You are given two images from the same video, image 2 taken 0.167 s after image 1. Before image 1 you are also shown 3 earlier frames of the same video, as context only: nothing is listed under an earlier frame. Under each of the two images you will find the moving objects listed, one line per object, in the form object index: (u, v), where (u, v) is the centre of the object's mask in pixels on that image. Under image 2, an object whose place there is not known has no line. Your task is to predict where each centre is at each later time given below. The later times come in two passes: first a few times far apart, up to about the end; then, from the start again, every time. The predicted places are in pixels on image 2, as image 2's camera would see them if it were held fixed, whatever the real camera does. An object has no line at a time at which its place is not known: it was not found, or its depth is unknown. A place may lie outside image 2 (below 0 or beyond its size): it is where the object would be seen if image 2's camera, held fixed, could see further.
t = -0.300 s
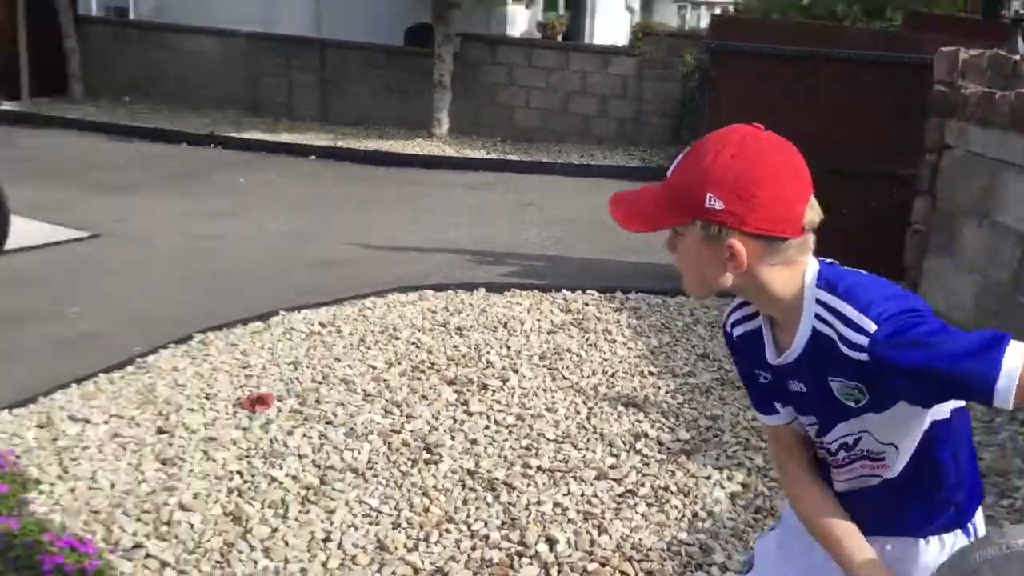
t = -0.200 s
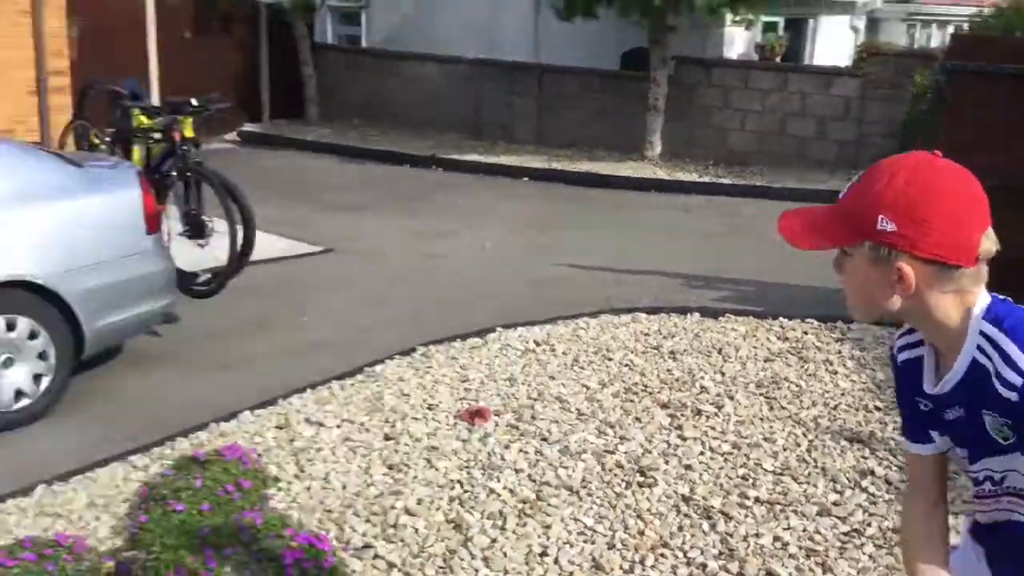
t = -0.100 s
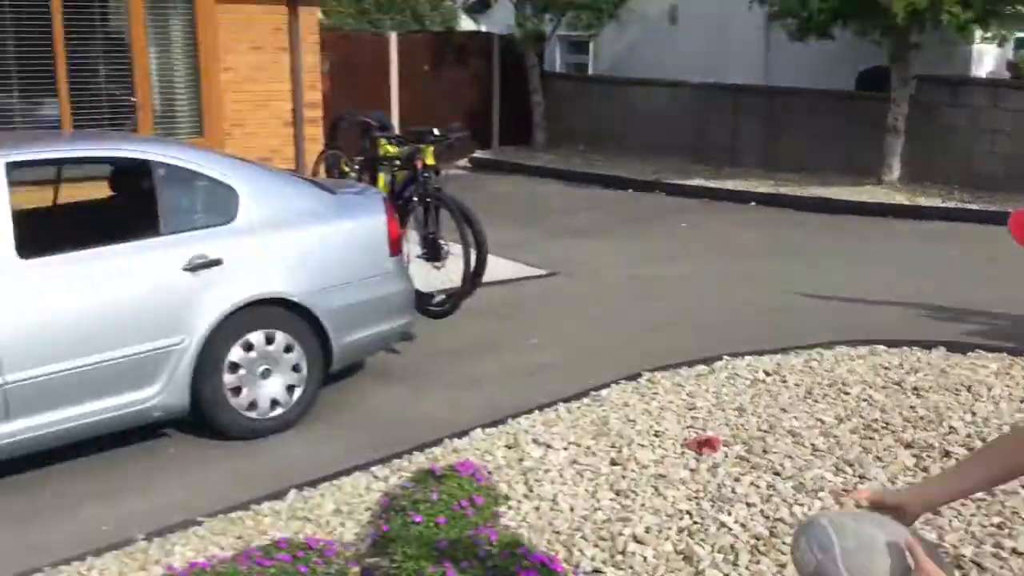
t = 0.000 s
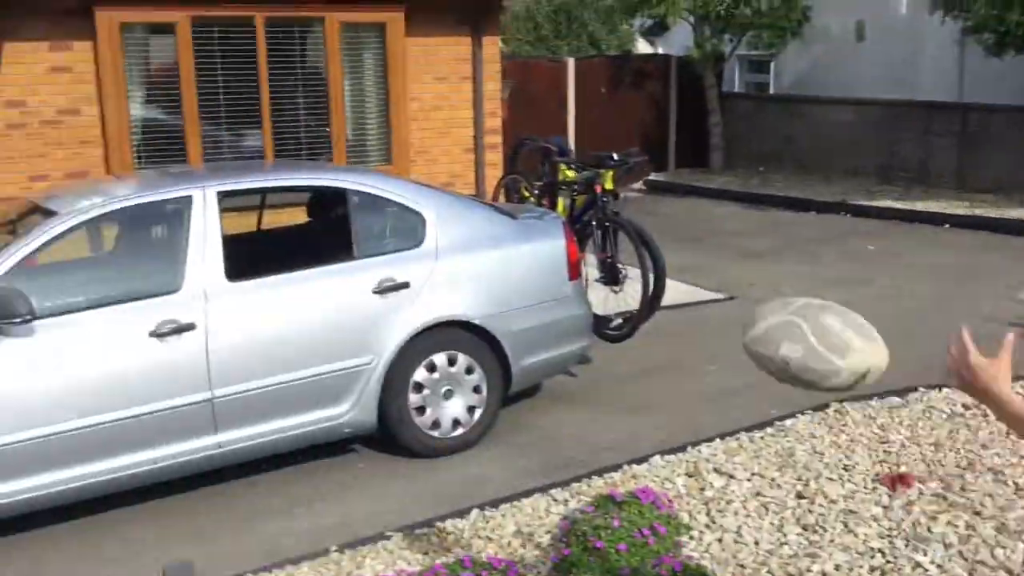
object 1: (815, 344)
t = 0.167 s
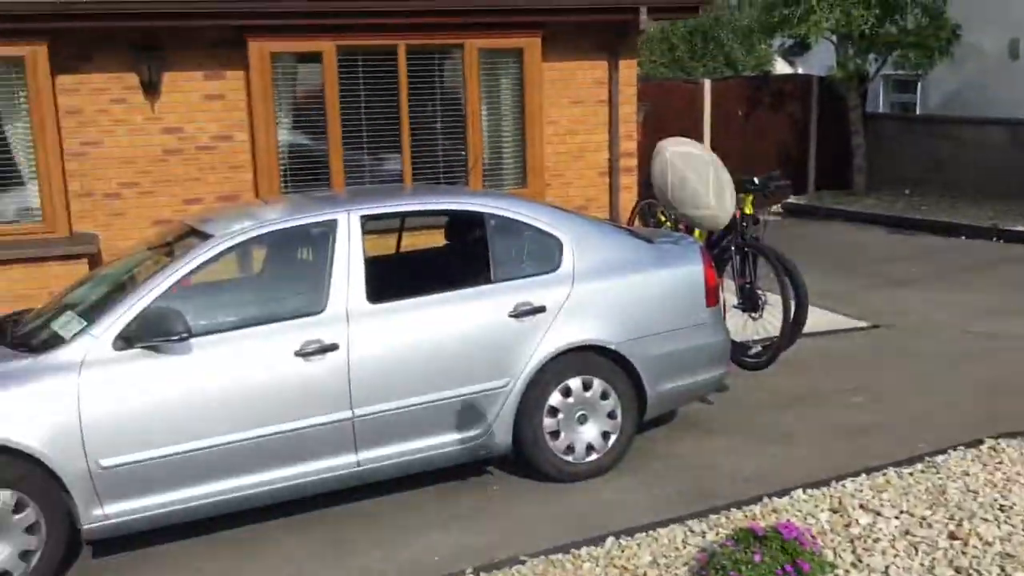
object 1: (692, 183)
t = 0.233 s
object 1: (625, 159)
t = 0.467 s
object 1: (474, 187)
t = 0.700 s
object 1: (431, 249)
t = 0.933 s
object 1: (401, 283)
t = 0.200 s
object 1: (657, 168)
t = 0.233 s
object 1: (625, 159)
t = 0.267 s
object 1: (597, 155)
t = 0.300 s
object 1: (571, 153)
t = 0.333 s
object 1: (548, 155)
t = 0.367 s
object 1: (528, 160)
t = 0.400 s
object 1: (507, 167)
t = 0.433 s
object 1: (490, 176)
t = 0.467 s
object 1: (474, 187)
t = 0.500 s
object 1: (460, 200)
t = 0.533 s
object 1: (446, 213)
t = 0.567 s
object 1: (439, 227)
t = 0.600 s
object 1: (443, 256)
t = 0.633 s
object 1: (444, 270)
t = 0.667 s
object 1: (437, 259)
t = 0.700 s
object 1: (431, 249)
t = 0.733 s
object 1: (426, 242)
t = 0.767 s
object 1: (421, 244)
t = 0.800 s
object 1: (416, 248)
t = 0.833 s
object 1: (412, 255)
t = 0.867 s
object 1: (408, 264)
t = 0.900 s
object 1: (404, 274)
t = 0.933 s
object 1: (401, 283)
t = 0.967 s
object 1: (400, 291)
